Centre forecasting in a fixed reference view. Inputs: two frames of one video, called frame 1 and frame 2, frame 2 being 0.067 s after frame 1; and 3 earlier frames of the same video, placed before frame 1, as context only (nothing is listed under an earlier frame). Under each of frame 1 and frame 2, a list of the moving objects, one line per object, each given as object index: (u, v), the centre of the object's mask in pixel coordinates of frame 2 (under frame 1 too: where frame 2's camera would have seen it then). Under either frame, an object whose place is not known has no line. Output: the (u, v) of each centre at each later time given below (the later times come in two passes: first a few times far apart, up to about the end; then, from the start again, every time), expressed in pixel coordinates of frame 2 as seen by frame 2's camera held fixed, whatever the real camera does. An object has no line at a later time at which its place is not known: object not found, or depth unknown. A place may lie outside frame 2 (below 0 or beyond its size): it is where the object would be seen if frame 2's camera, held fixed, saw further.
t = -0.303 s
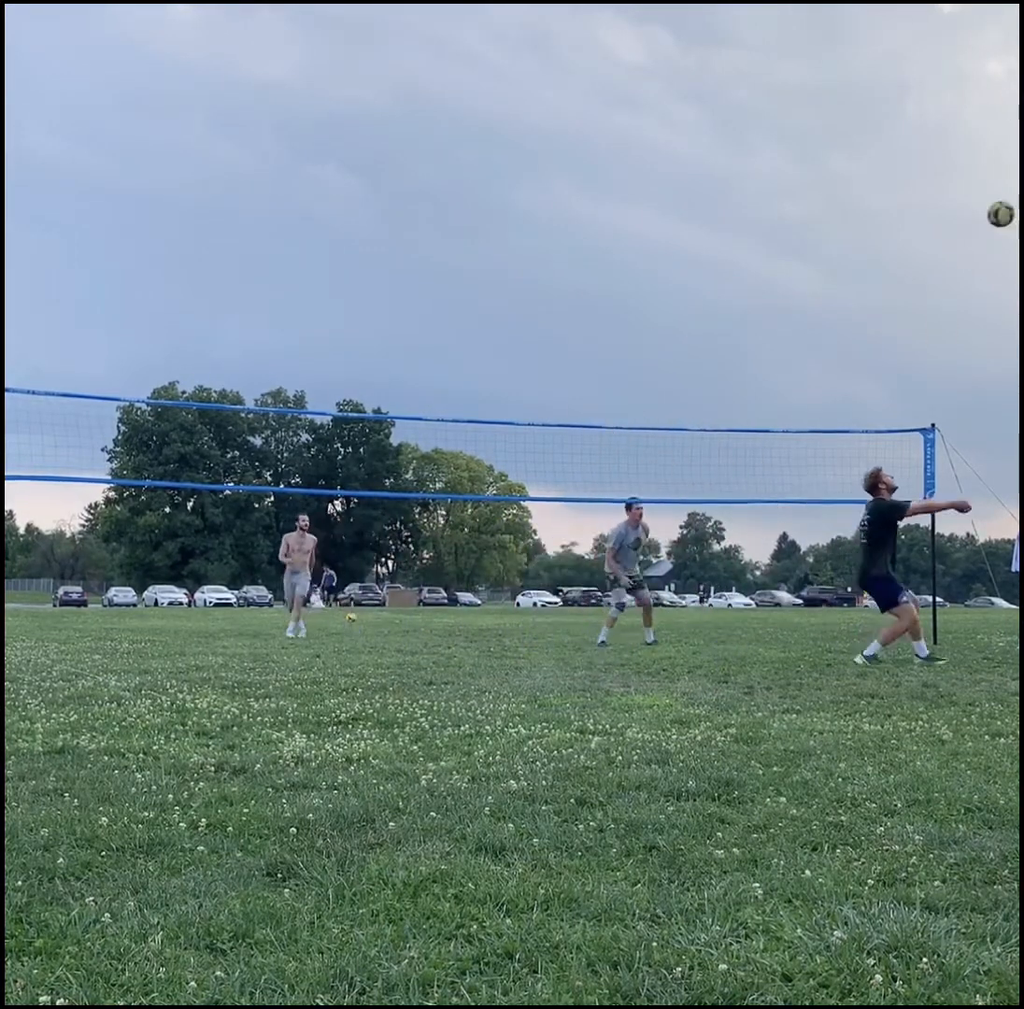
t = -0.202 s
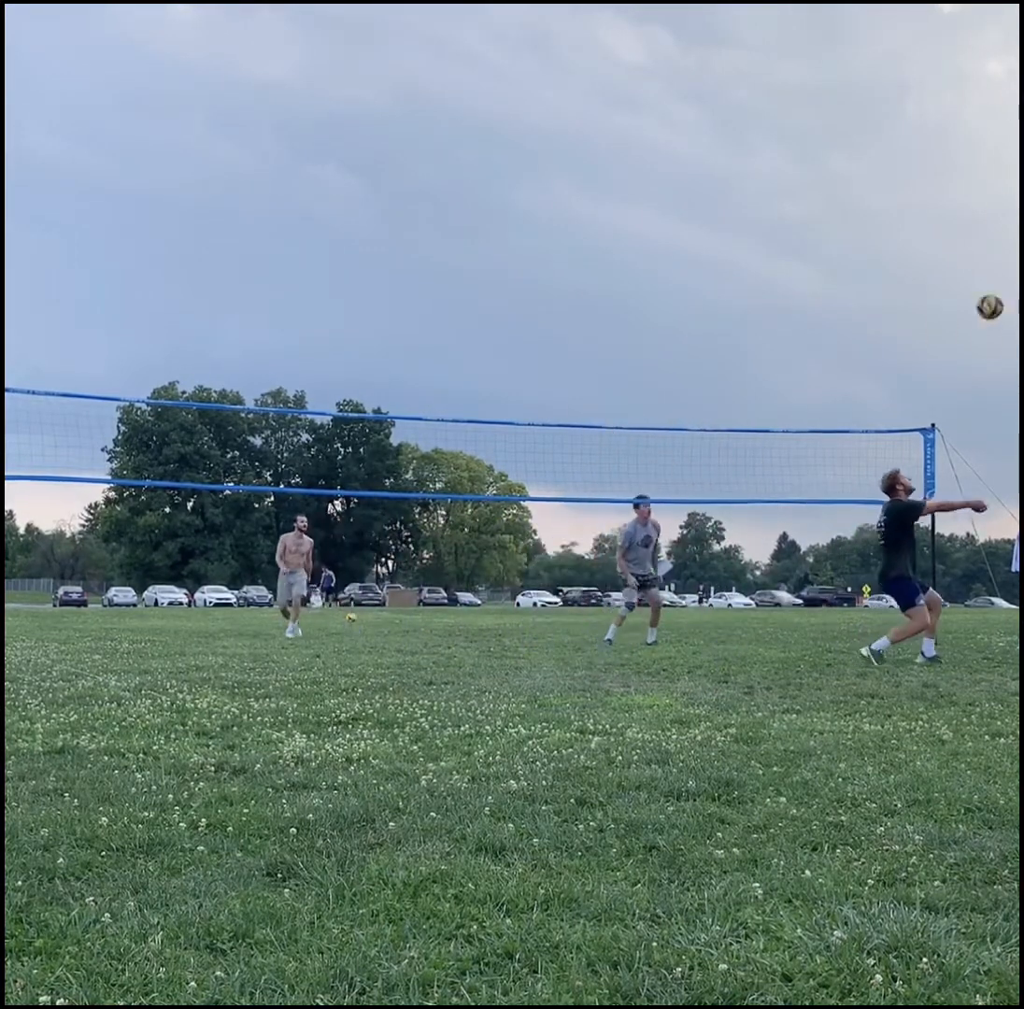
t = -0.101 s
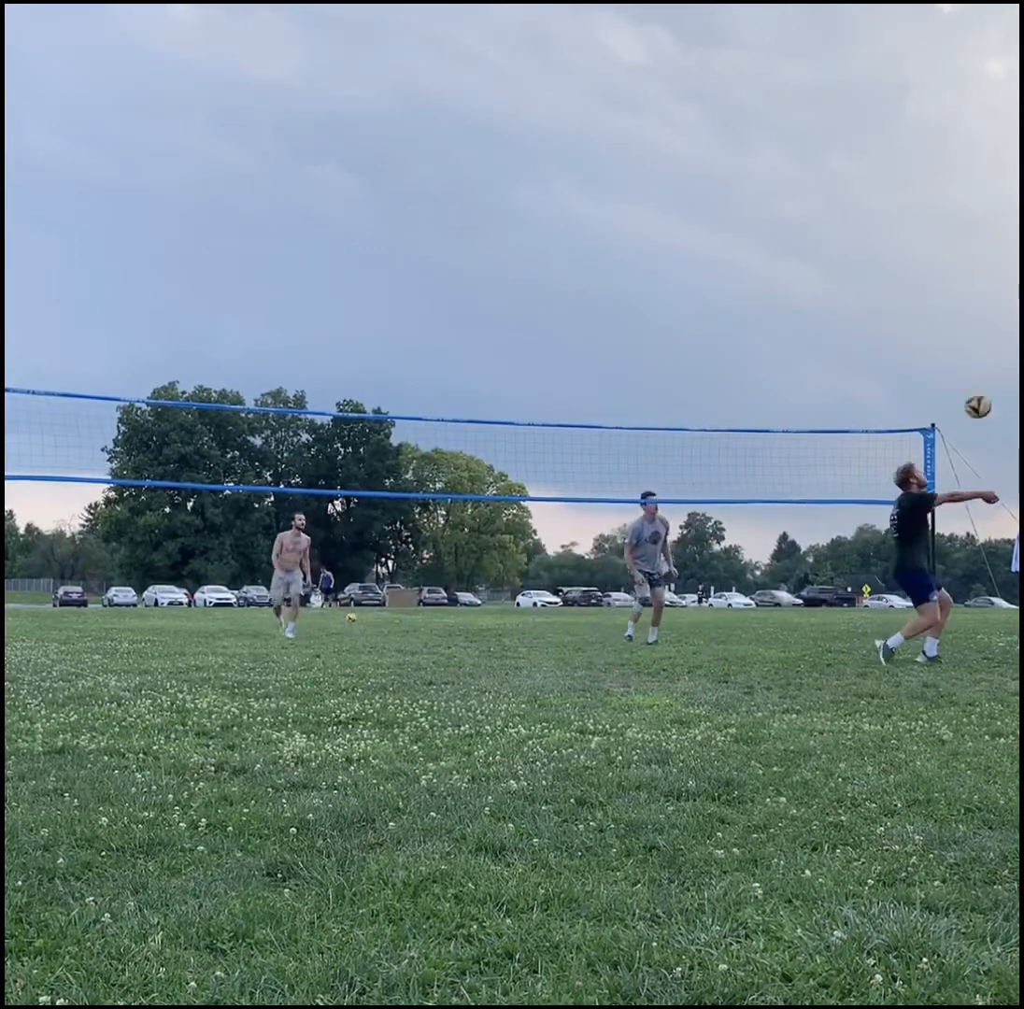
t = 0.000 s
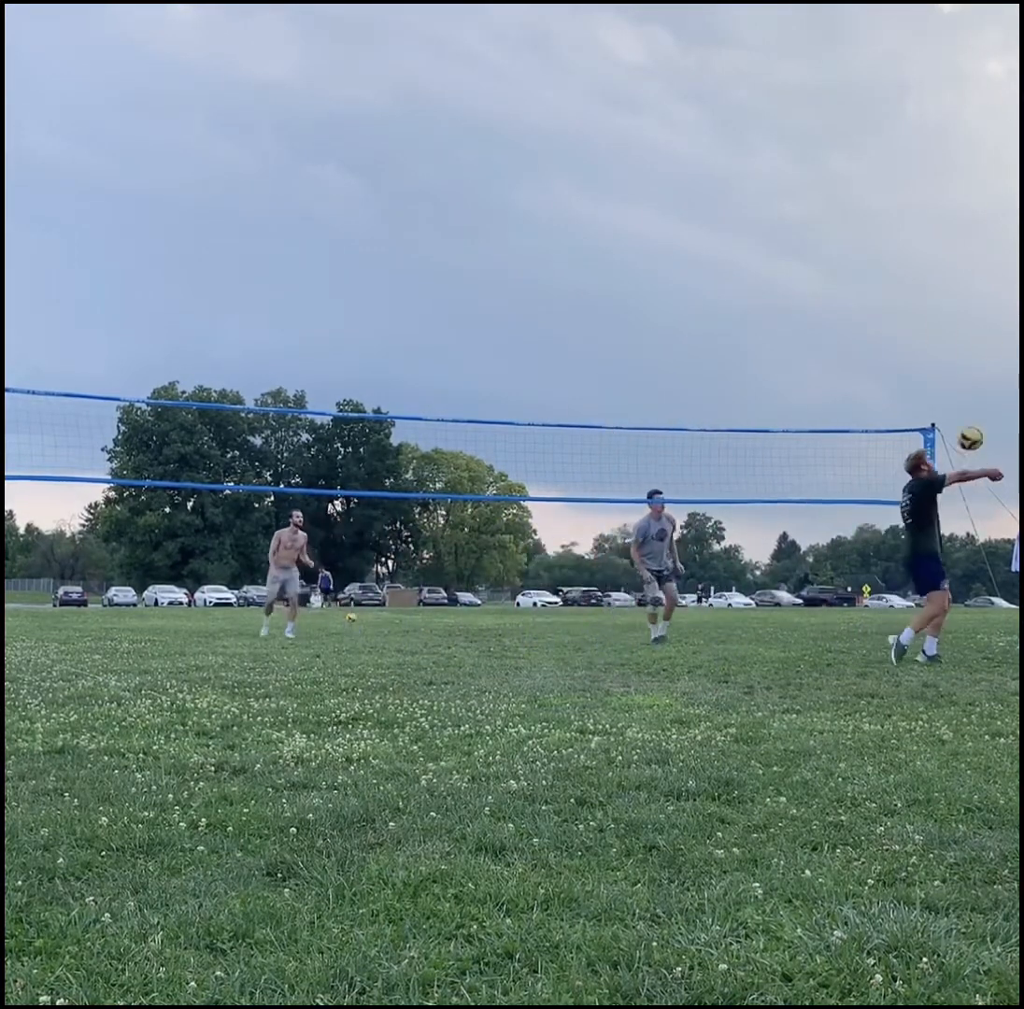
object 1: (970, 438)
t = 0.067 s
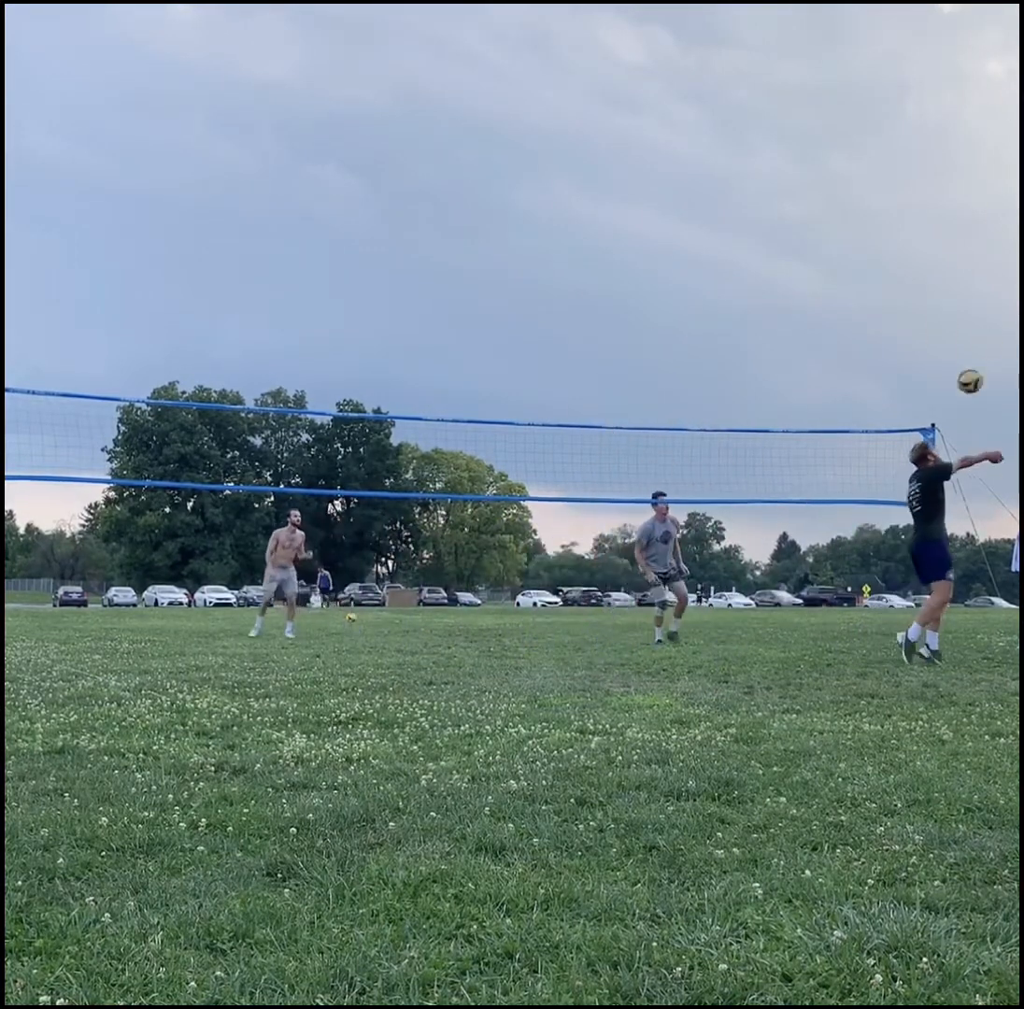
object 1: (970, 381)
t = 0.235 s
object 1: (969, 263)
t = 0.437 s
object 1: (967, 168)
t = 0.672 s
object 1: (961, 118)
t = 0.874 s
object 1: (955, 124)
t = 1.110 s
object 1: (948, 183)
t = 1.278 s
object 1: (943, 257)
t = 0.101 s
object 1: (970, 355)
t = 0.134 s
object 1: (970, 330)
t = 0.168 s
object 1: (969, 306)
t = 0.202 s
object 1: (969, 284)
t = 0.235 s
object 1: (969, 263)
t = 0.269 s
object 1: (969, 244)
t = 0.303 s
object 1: (969, 226)
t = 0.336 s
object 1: (968, 209)
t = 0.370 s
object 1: (968, 194)
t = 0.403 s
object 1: (967, 181)
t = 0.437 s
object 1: (967, 168)
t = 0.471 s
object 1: (966, 157)
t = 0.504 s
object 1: (965, 148)
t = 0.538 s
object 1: (964, 139)
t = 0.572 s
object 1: (964, 132)
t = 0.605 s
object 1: (963, 126)
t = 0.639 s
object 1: (962, 122)
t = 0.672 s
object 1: (961, 118)
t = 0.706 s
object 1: (960, 116)
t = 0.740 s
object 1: (959, 115)
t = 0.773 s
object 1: (958, 116)
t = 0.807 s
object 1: (957, 117)
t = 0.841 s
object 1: (956, 120)
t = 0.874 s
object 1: (955, 124)
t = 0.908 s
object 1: (954, 128)
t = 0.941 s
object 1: (953, 135)
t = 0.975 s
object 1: (952, 142)
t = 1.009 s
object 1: (951, 151)
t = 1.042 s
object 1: (950, 160)
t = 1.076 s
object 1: (949, 171)
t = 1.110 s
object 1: (948, 183)
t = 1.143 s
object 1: (947, 196)
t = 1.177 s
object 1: (946, 210)
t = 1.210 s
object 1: (945, 225)
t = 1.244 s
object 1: (943, 240)
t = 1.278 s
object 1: (943, 257)
